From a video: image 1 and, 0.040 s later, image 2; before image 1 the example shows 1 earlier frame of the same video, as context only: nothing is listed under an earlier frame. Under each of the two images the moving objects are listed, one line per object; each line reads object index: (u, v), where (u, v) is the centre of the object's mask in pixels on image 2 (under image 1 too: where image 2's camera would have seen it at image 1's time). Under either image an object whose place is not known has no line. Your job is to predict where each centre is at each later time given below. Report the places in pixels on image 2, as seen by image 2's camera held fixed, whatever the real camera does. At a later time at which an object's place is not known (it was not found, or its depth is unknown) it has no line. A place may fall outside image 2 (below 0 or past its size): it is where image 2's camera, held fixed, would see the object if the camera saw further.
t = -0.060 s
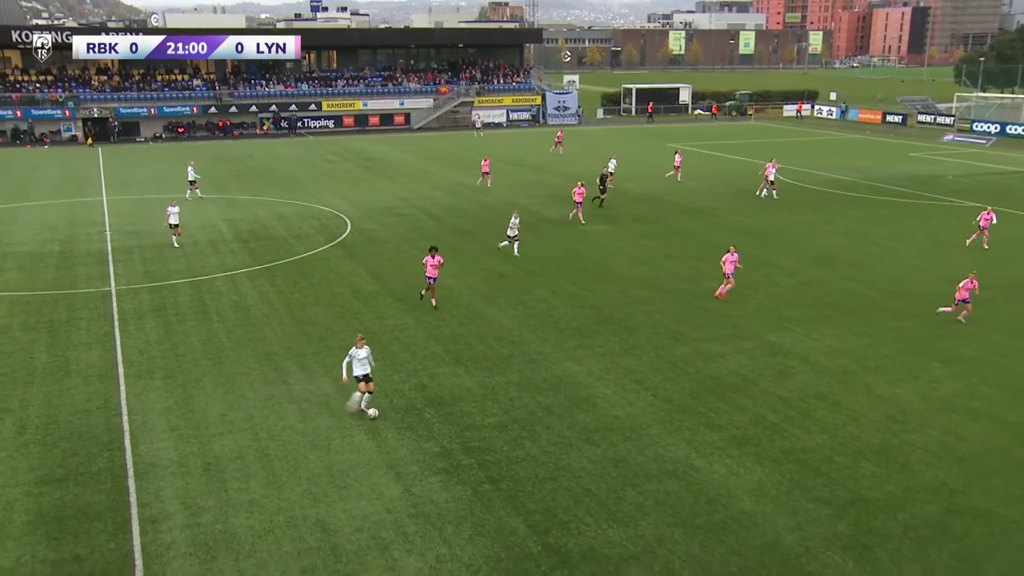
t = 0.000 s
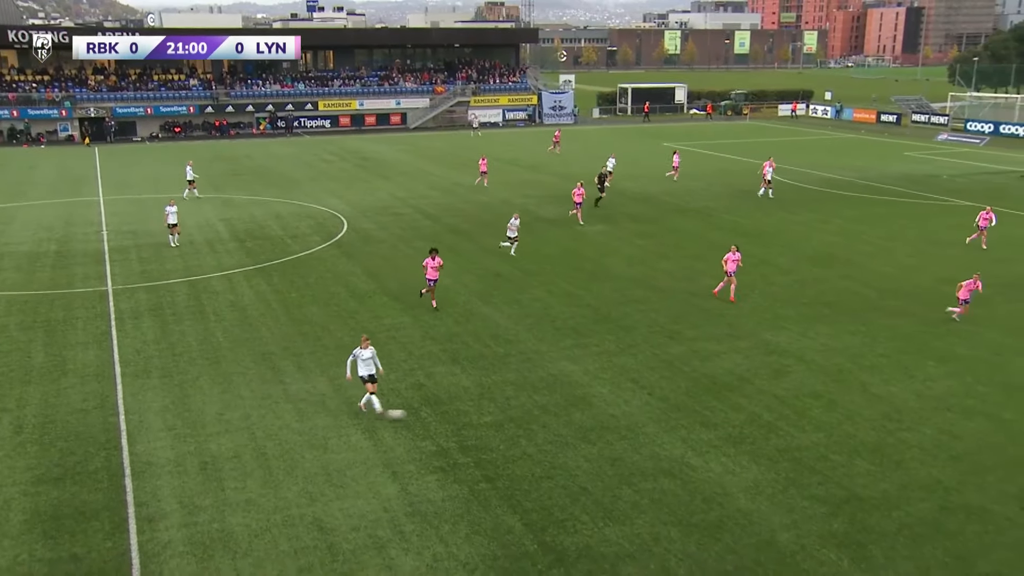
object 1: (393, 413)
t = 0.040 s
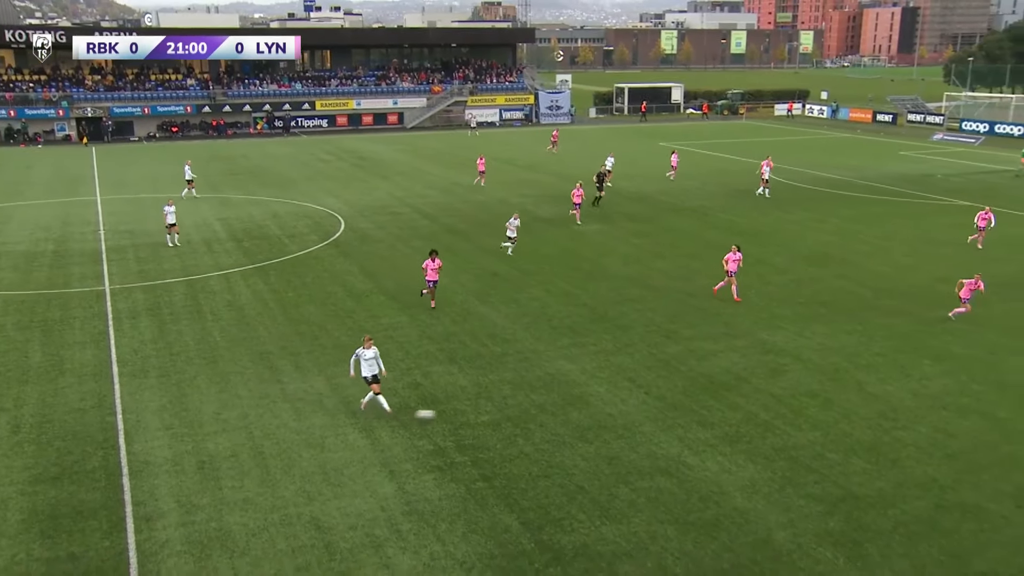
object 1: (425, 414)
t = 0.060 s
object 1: (442, 414)
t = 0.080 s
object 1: (458, 416)
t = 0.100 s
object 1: (474, 417)
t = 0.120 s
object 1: (490, 418)
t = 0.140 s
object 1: (507, 419)
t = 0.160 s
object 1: (524, 422)
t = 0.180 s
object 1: (540, 423)
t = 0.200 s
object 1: (556, 426)
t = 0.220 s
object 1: (572, 428)
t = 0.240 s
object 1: (589, 429)
